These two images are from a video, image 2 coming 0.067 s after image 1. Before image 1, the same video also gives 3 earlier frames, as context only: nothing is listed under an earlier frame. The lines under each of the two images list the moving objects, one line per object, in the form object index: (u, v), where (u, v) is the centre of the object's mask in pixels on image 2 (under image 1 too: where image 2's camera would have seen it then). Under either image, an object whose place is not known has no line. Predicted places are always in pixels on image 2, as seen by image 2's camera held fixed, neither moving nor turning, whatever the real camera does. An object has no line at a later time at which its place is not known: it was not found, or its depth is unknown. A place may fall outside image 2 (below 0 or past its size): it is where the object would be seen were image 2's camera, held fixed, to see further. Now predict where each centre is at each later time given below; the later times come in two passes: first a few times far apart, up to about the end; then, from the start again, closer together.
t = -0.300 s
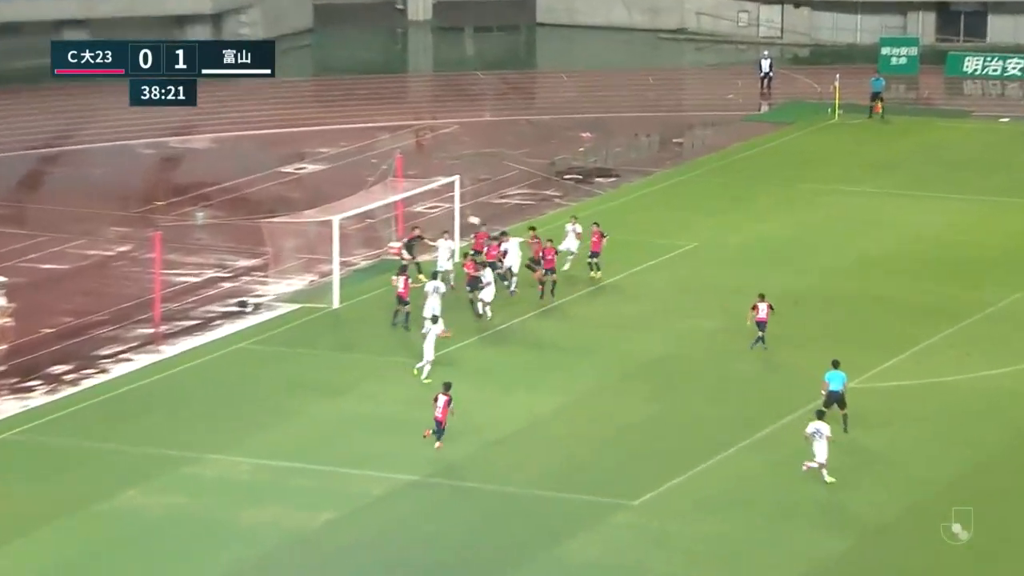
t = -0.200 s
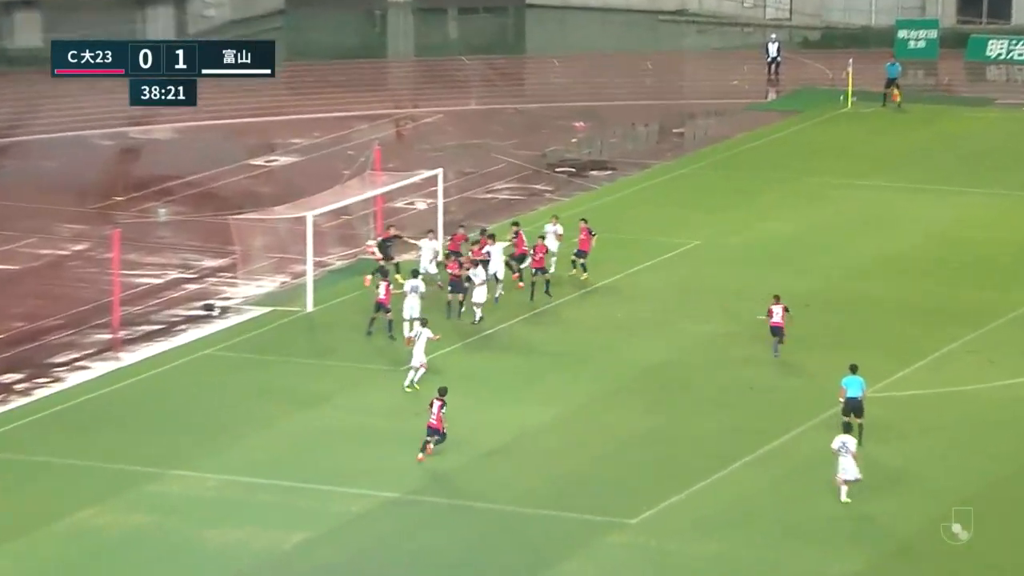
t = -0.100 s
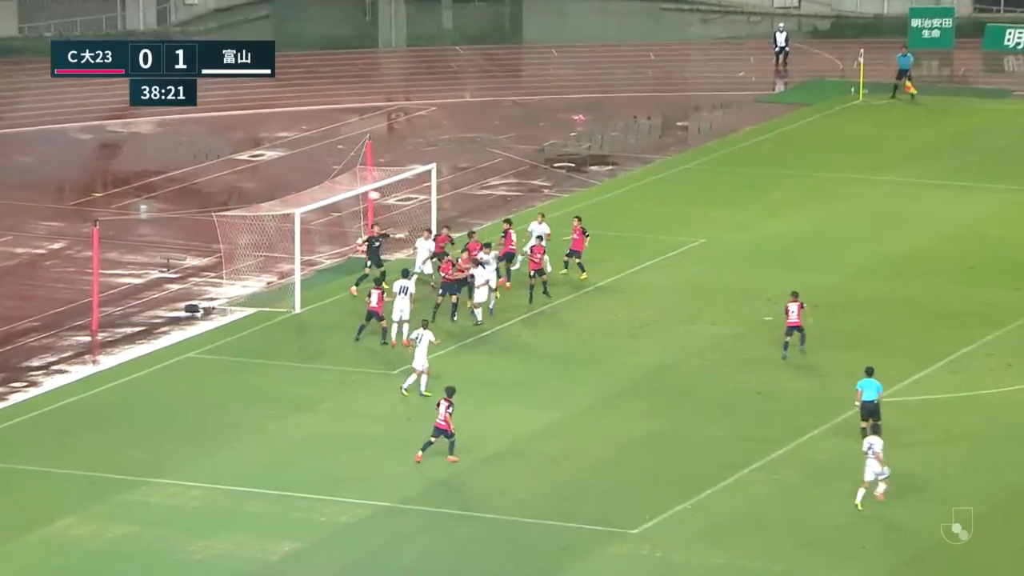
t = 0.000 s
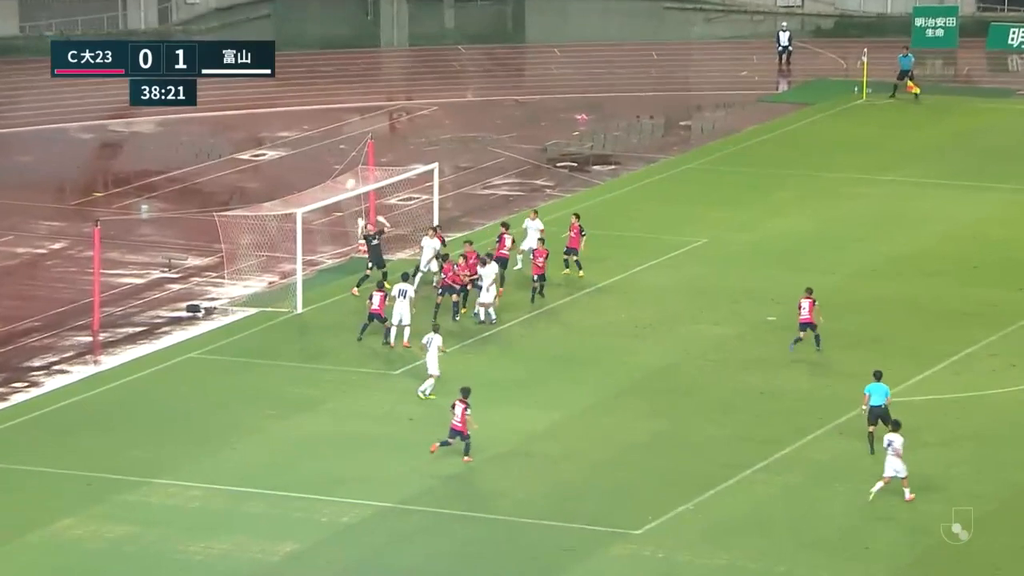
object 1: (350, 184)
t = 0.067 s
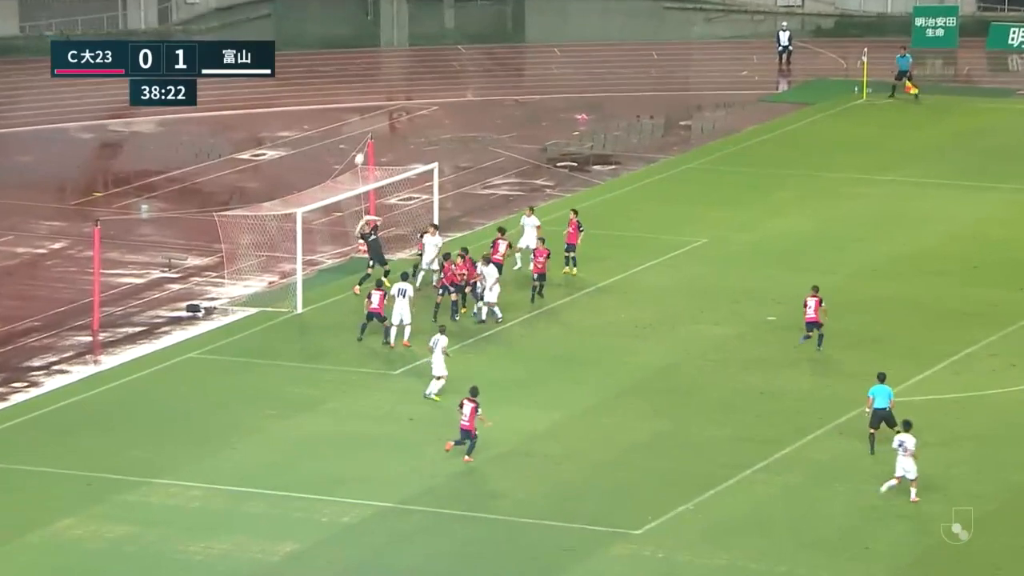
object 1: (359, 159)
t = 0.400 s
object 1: (401, 60)
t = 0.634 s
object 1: (427, 18)
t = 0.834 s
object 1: (449, 0)
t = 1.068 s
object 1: (474, -2)
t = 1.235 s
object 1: (491, 11)
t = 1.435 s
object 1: (512, 39)
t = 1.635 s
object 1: (532, 79)
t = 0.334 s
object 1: (393, 76)
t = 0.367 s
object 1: (397, 68)
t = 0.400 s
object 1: (401, 60)
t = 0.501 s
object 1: (412, 40)
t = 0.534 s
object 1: (416, 33)
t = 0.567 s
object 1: (420, 28)
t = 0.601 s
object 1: (423, 22)
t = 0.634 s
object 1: (427, 18)
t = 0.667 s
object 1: (430, 14)
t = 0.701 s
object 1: (434, 10)
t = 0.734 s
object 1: (438, 7)
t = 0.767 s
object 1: (441, 4)
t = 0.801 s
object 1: (445, 2)
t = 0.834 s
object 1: (449, 0)
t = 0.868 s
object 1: (452, -2)
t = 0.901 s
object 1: (456, -3)
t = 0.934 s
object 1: (459, -4)
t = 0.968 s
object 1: (463, -4)
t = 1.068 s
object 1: (474, -2)
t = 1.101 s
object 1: (477, 0)
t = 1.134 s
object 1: (480, 2)
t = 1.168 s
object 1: (484, 5)
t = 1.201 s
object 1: (487, 8)
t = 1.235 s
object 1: (491, 11)
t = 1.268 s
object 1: (495, 14)
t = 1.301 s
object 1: (498, 18)
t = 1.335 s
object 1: (501, 23)
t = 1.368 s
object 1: (505, 28)
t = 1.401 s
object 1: (509, 33)
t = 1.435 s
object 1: (512, 39)
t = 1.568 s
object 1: (525, 64)
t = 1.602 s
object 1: (529, 72)
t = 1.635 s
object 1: (532, 79)
